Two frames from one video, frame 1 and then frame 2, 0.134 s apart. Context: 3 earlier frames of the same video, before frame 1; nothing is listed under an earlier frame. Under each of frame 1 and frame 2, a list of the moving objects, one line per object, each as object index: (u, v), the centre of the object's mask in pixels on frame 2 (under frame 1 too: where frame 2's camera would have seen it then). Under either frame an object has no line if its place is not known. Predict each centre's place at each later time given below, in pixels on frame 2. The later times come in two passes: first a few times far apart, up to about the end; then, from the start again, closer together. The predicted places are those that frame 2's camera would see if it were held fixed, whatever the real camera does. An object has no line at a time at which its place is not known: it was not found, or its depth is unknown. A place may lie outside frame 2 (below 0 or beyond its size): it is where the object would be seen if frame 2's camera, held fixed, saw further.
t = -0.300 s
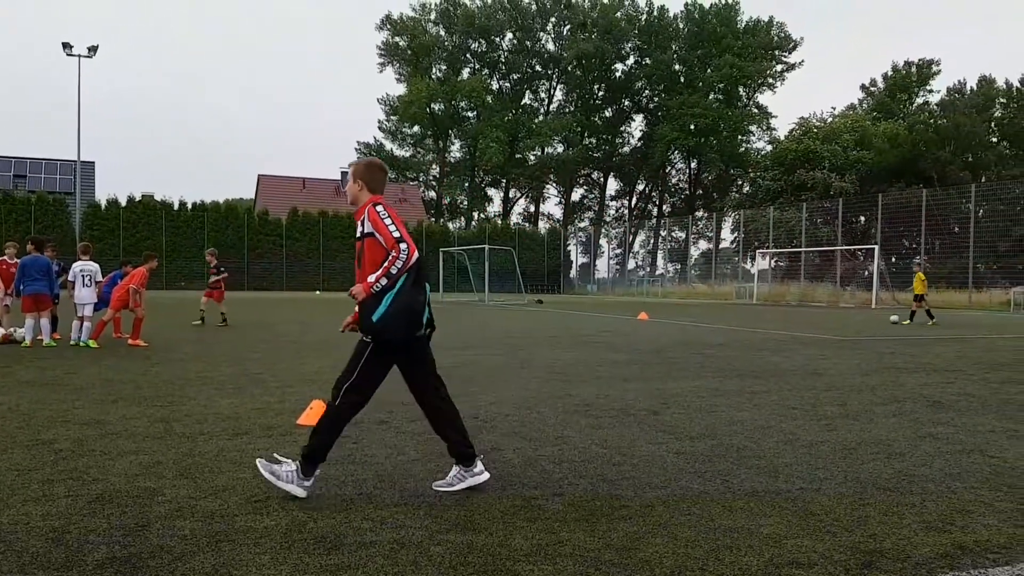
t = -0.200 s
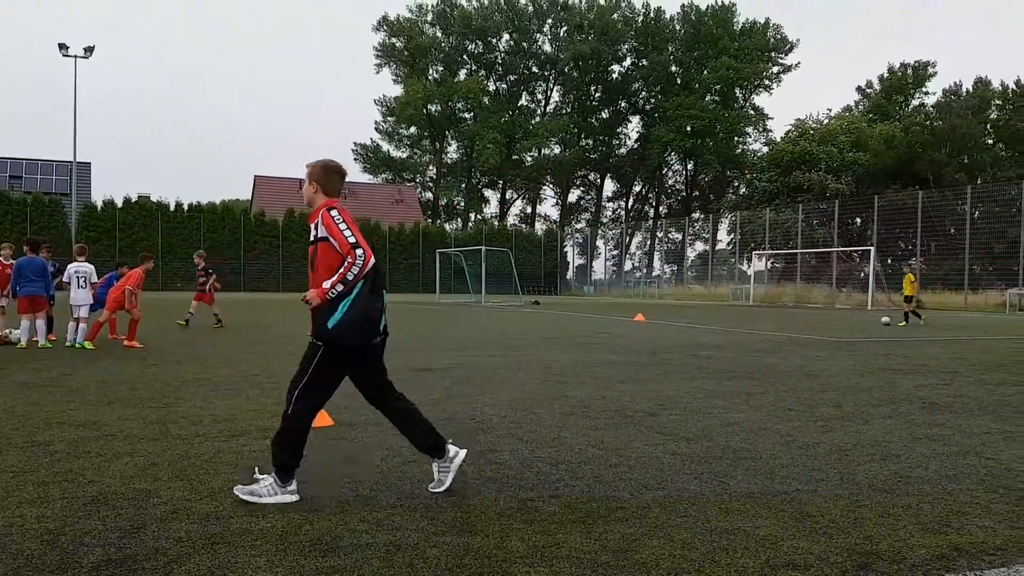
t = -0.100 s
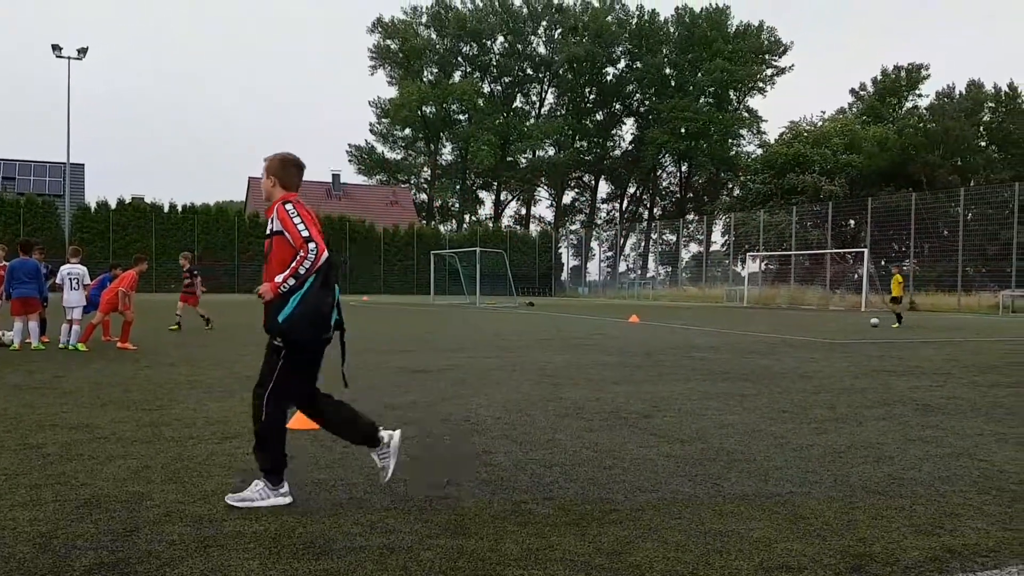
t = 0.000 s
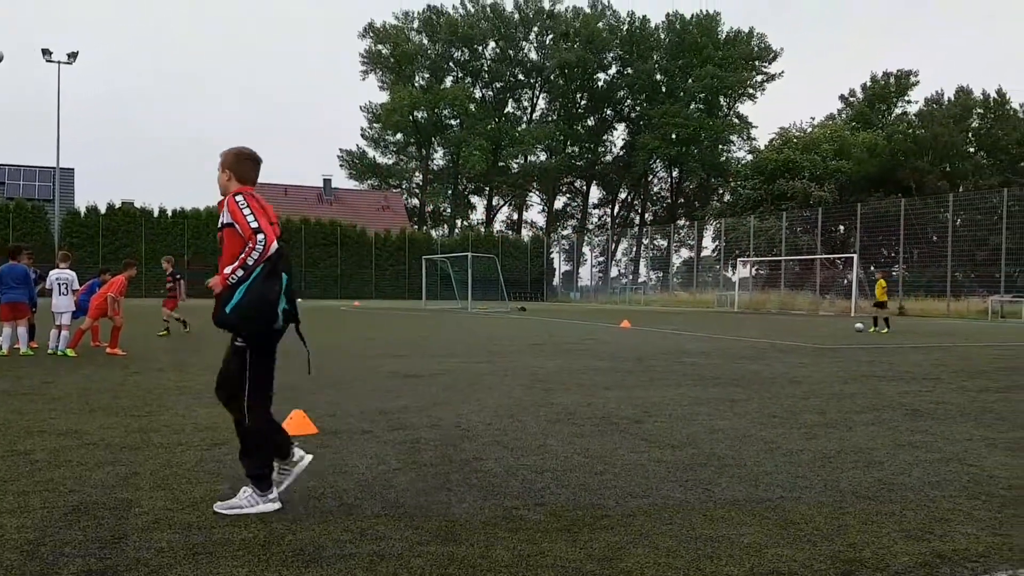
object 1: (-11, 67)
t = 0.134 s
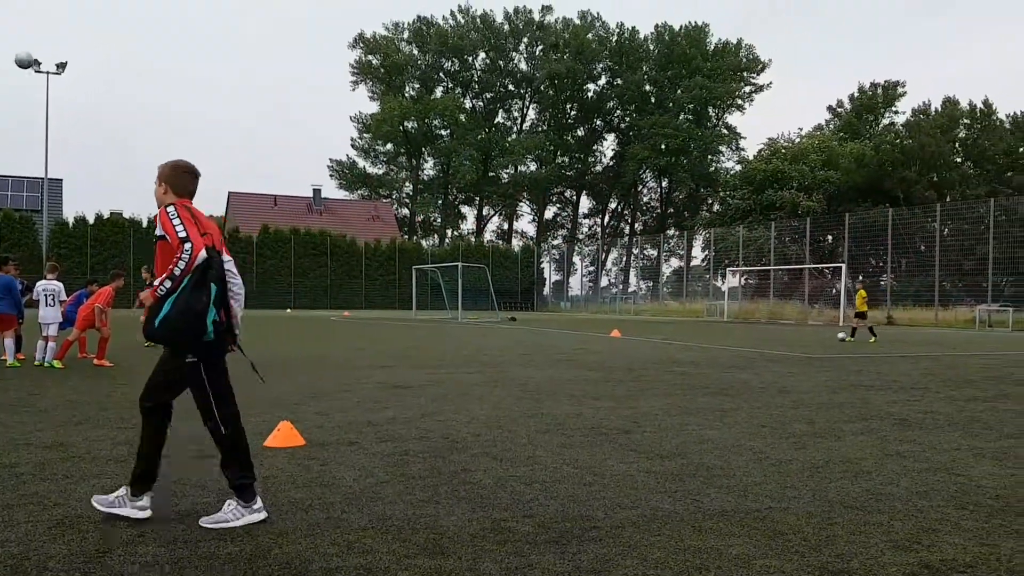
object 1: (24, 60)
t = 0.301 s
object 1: (77, 72)
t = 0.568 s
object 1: (165, 137)
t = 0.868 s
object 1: (263, 270)
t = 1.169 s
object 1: (326, 322)
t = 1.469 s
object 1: (332, 251)
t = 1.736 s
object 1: (342, 246)
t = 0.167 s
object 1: (34, 61)
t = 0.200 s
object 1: (46, 63)
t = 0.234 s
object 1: (57, 66)
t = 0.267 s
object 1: (66, 69)
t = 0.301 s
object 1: (77, 72)
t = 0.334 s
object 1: (88, 79)
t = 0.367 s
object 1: (99, 84)
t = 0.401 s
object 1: (110, 92)
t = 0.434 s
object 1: (121, 99)
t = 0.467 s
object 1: (131, 107)
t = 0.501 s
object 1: (142, 116)
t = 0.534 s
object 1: (154, 126)
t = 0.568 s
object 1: (165, 137)
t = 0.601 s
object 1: (175, 148)
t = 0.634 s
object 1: (186, 161)
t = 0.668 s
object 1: (197, 175)
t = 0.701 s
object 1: (208, 189)
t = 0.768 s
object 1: (230, 218)
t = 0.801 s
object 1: (241, 234)
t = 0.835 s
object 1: (251, 252)
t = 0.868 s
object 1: (263, 270)
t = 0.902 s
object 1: (274, 289)
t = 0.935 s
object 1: (285, 309)
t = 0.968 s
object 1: (298, 329)
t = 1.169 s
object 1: (326, 322)
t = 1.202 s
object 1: (325, 310)
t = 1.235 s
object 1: (326, 299)
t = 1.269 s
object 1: (327, 290)
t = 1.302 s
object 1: (328, 281)
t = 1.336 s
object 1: (329, 273)
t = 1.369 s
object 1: (329, 266)
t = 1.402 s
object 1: (330, 260)
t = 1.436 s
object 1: (331, 255)
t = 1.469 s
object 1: (332, 251)
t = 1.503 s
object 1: (332, 247)
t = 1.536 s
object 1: (334, 244)
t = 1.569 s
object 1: (335, 242)
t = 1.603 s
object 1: (336, 241)
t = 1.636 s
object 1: (337, 241)
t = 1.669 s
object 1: (339, 241)
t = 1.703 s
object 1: (340, 243)
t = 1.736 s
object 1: (342, 246)
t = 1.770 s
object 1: (344, 250)
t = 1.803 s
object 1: (345, 254)
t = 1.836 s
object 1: (347, 260)
